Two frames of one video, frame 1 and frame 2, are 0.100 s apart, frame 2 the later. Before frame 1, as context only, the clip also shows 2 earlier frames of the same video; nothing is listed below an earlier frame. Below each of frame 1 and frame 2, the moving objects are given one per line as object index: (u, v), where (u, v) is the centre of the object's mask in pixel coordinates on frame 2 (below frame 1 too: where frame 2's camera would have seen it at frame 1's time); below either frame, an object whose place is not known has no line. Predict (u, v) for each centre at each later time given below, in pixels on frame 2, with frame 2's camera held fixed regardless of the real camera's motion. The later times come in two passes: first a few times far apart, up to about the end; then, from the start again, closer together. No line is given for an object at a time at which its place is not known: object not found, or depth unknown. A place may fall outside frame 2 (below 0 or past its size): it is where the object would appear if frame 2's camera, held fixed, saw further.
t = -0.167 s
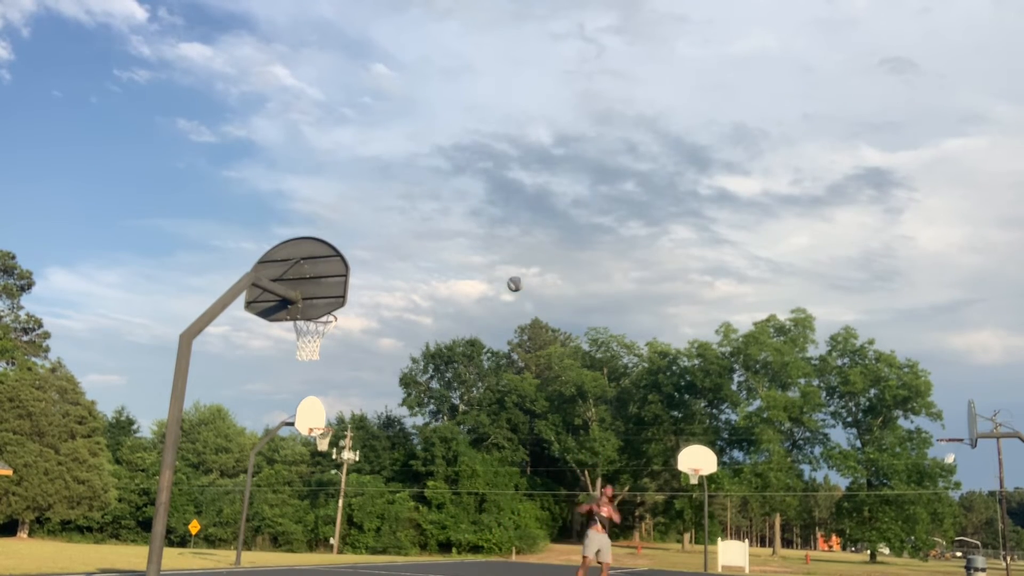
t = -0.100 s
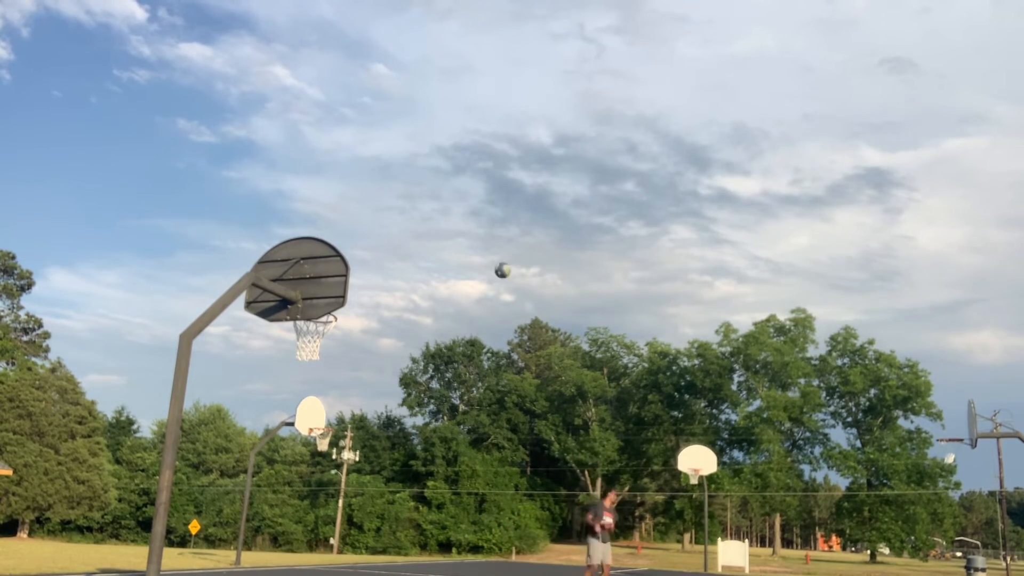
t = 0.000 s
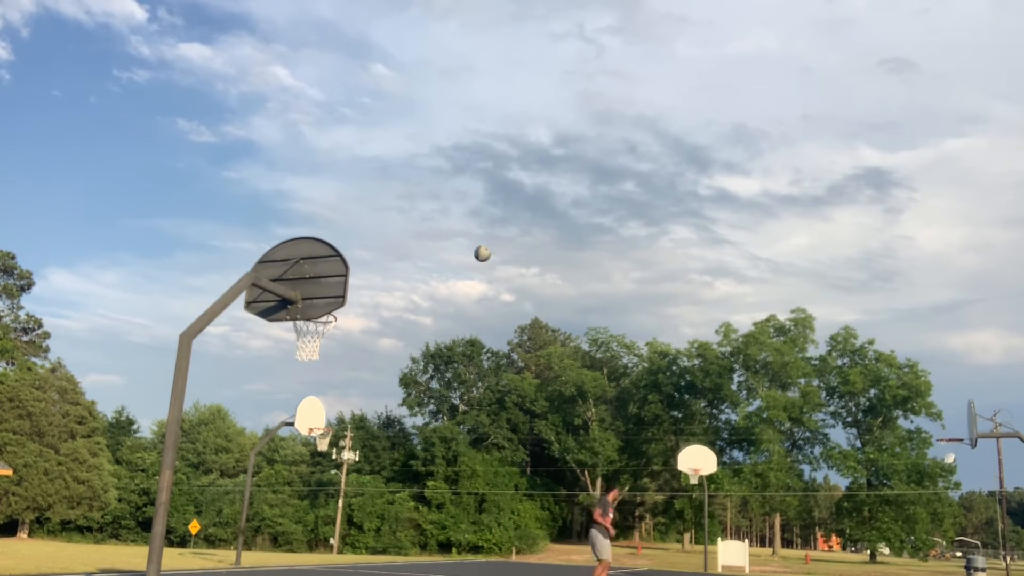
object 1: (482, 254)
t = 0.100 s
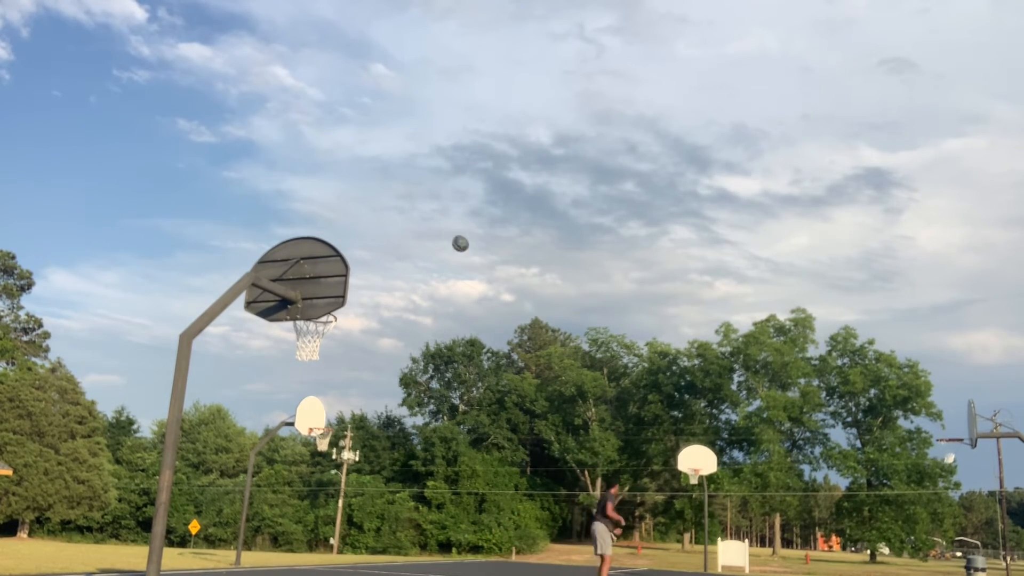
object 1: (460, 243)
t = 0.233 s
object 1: (429, 239)
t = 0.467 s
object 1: (362, 263)
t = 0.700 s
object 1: (321, 341)
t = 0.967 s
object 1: (332, 356)
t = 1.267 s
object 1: (336, 437)
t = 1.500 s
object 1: (332, 553)
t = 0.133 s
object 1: (452, 241)
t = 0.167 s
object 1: (445, 239)
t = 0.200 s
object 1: (437, 239)
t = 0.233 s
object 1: (429, 239)
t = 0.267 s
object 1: (420, 240)
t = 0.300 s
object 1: (411, 242)
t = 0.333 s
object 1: (402, 244)
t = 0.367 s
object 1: (393, 248)
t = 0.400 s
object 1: (383, 252)
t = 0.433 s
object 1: (372, 258)
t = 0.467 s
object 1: (362, 263)
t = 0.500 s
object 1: (355, 271)
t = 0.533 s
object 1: (350, 282)
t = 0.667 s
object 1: (313, 328)
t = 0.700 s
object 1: (321, 341)
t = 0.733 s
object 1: (325, 342)
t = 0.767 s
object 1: (327, 342)
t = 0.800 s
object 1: (328, 342)
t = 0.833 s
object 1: (328, 343)
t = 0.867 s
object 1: (329, 344)
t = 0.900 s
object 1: (330, 348)
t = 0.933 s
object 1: (331, 351)
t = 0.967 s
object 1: (332, 356)
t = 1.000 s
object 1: (333, 361)
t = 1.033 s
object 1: (333, 367)
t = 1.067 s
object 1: (334, 375)
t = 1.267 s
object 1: (336, 437)
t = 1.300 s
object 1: (337, 450)
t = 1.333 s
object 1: (336, 465)
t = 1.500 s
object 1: (332, 553)
